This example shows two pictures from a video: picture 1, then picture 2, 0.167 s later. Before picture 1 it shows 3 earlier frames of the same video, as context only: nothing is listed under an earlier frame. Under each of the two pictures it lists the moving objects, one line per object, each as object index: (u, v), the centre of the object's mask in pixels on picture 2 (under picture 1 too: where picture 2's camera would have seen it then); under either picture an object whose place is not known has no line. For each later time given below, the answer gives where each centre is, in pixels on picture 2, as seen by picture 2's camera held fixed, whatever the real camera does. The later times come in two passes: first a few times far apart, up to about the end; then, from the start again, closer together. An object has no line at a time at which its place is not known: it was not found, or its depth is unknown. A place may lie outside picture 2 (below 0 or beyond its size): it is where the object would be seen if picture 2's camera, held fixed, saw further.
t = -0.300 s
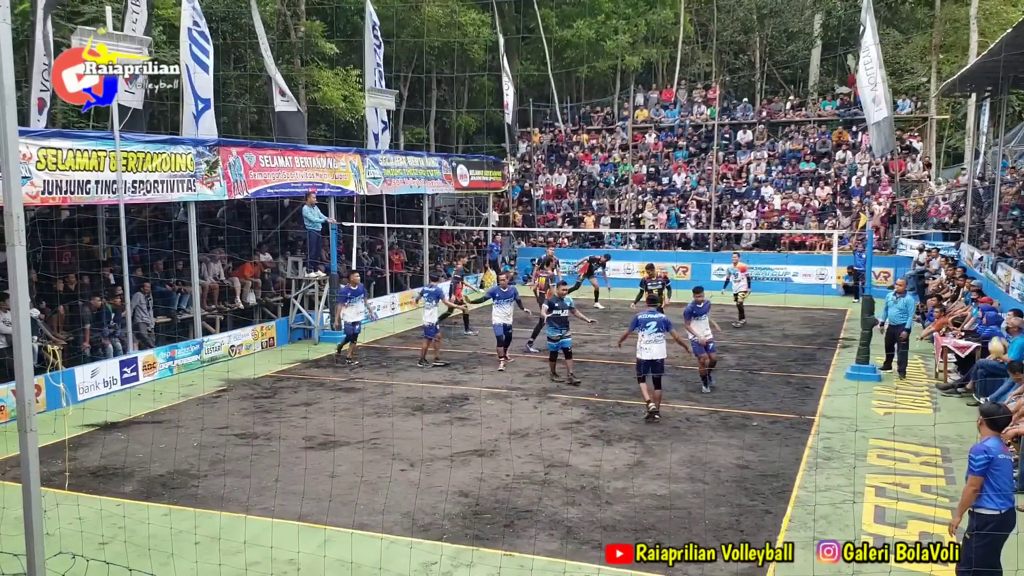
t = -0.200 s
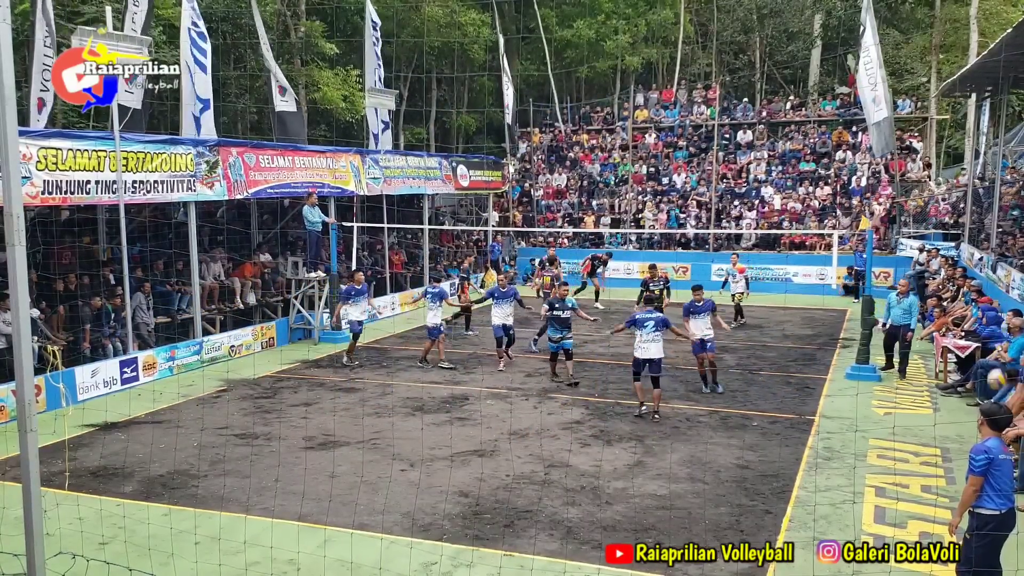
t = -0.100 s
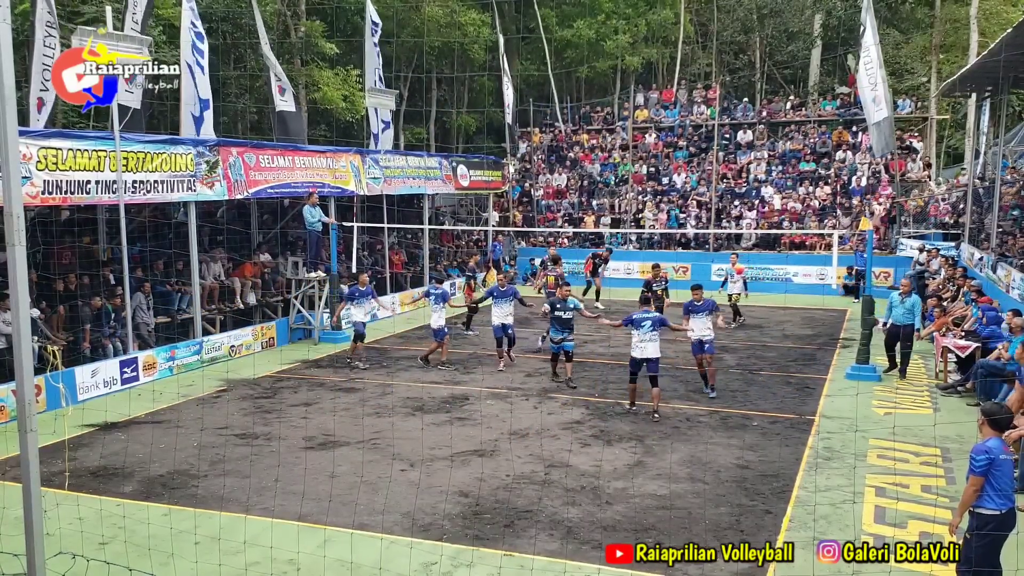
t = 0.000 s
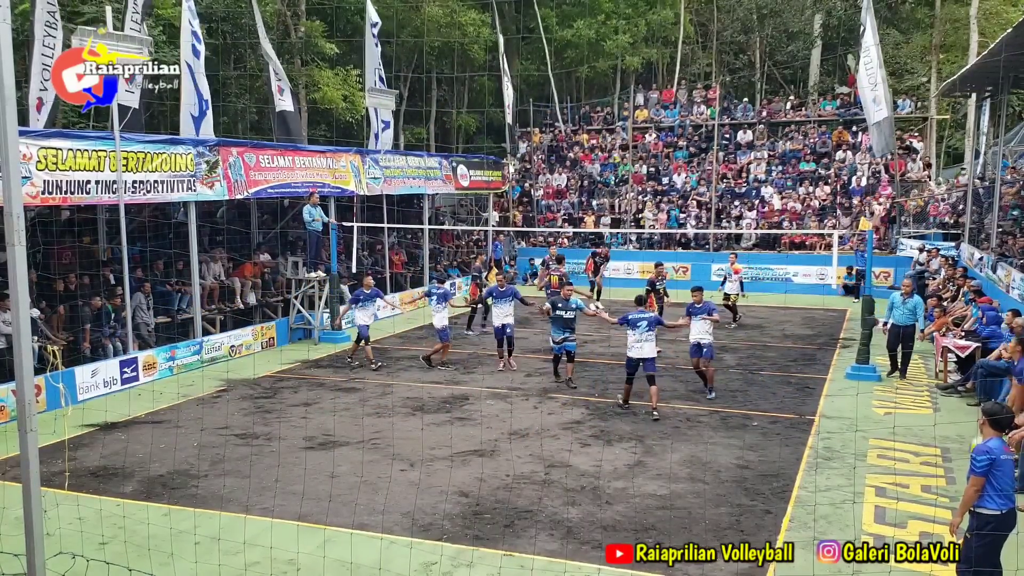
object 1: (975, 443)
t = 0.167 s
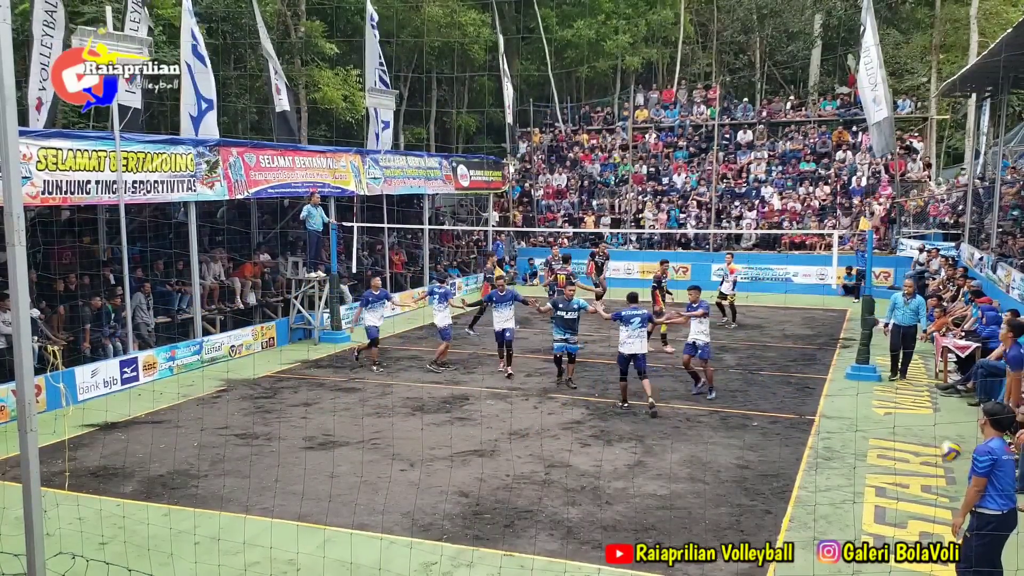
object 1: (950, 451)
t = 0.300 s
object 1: (927, 434)
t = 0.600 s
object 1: (869, 450)
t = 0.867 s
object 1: (816, 475)
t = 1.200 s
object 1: (750, 474)
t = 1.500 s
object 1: (685, 504)
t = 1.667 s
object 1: (648, 506)
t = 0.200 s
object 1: (945, 445)
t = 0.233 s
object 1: (939, 440)
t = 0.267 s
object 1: (934, 436)
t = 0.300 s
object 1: (927, 434)
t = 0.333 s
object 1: (922, 431)
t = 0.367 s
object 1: (914, 430)
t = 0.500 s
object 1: (890, 435)
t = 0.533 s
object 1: (883, 440)
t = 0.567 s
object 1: (877, 444)
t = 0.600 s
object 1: (869, 450)
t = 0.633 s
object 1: (863, 458)
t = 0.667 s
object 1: (857, 465)
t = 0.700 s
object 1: (850, 475)
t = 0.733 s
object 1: (842, 484)
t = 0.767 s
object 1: (835, 495)
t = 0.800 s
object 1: (828, 487)
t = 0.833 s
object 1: (821, 480)
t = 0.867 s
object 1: (816, 475)
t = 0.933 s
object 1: (804, 466)
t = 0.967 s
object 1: (797, 463)
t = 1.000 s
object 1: (790, 461)
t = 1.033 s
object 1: (784, 461)
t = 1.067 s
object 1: (777, 462)
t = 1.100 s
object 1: (770, 463)
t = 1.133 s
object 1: (764, 465)
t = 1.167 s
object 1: (757, 468)
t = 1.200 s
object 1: (750, 474)
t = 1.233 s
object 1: (743, 479)
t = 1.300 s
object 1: (729, 494)
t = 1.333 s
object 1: (722, 502)
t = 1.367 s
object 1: (714, 515)
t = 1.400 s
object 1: (707, 517)
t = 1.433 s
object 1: (700, 511)
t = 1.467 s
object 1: (692, 507)
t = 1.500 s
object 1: (685, 504)
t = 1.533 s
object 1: (677, 502)
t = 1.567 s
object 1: (670, 501)
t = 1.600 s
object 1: (662, 501)
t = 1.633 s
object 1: (654, 504)
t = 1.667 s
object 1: (648, 506)
